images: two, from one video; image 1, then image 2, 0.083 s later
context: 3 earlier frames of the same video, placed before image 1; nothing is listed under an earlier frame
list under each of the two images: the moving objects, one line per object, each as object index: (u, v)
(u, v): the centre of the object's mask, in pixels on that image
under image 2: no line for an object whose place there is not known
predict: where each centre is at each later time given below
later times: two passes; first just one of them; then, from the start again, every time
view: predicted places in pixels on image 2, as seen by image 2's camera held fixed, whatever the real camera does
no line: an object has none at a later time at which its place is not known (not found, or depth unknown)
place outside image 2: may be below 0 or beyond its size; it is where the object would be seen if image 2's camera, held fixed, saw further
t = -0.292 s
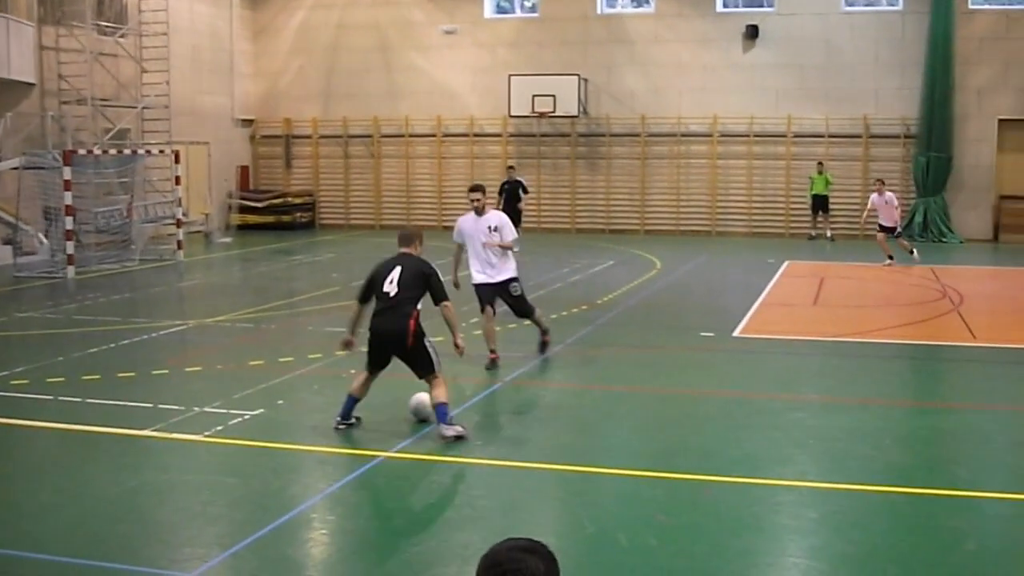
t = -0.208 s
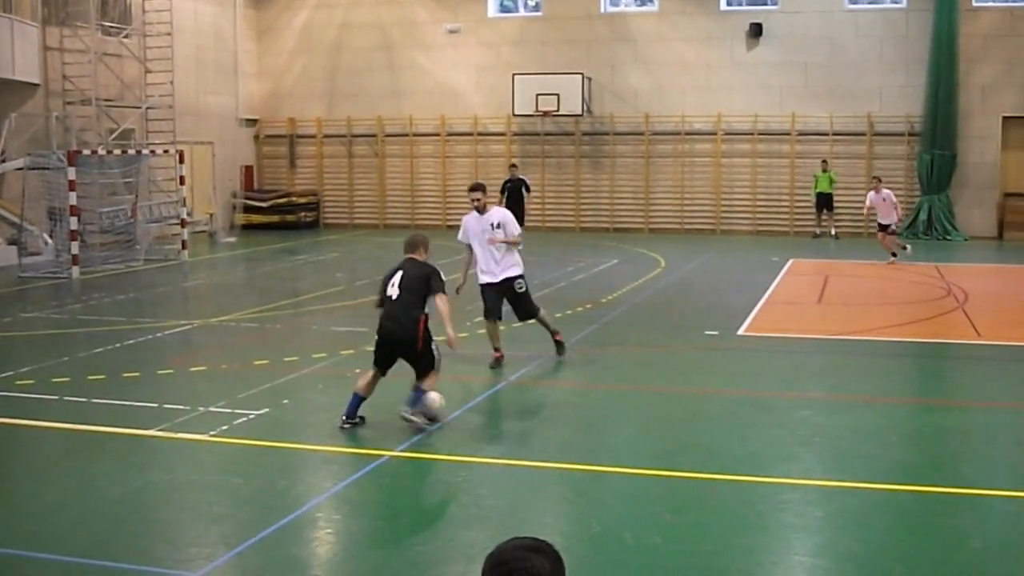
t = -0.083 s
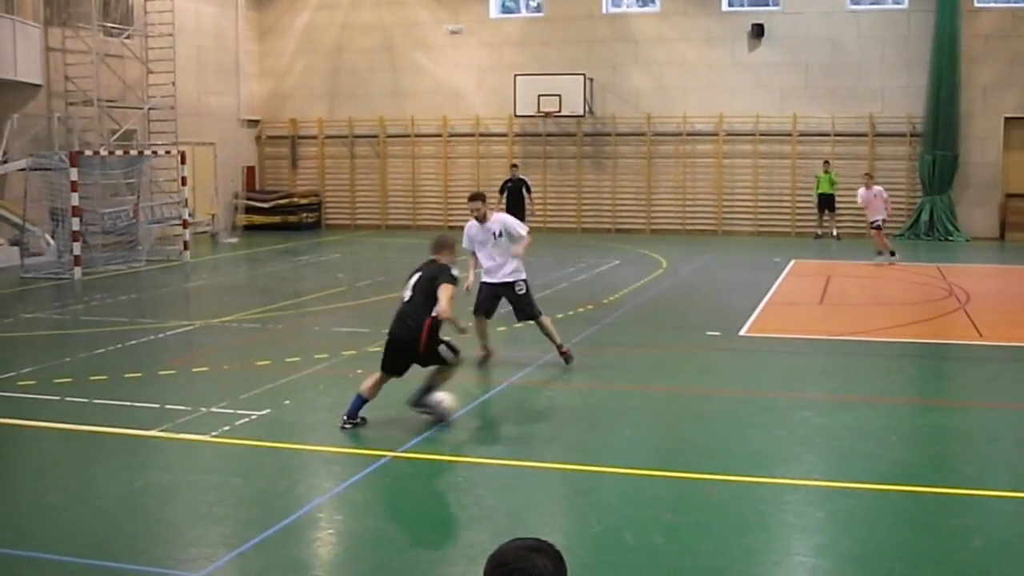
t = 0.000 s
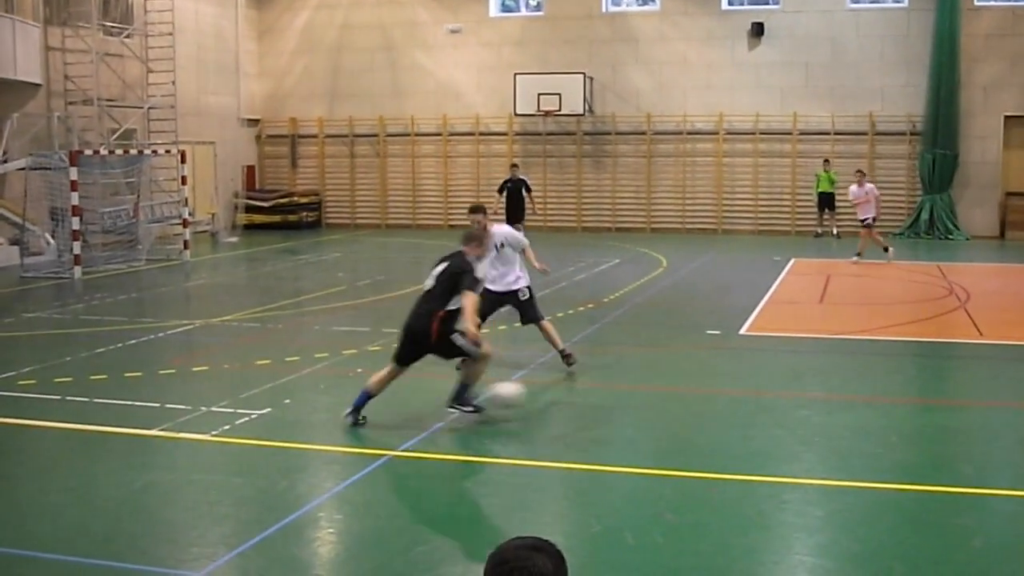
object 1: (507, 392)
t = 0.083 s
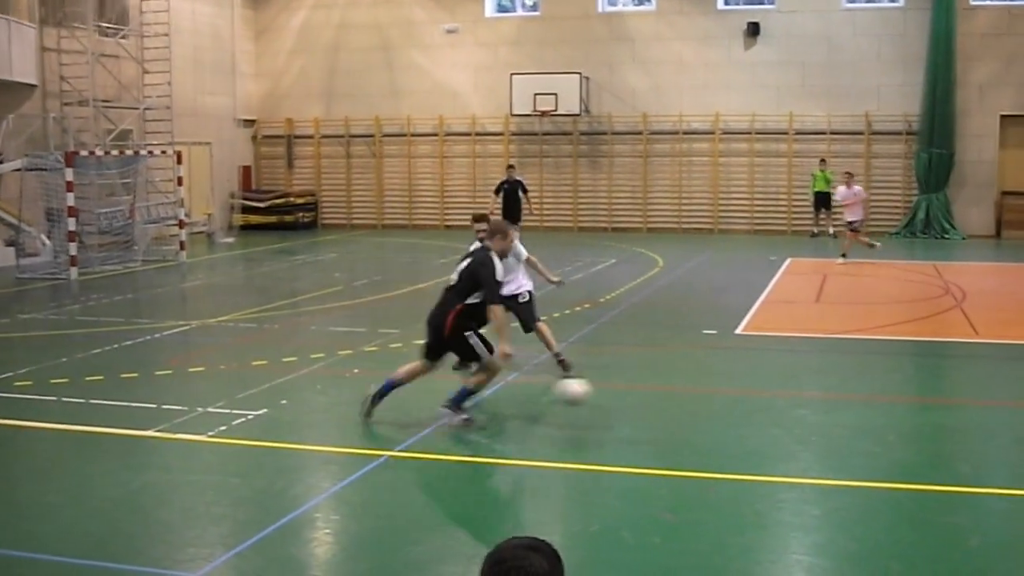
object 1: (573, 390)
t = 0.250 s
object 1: (715, 414)
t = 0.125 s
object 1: (608, 393)
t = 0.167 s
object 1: (643, 397)
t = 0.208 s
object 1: (680, 403)
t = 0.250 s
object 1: (715, 414)
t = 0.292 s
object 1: (749, 420)
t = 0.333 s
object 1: (777, 418)
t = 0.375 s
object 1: (806, 418)
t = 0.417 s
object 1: (834, 420)
